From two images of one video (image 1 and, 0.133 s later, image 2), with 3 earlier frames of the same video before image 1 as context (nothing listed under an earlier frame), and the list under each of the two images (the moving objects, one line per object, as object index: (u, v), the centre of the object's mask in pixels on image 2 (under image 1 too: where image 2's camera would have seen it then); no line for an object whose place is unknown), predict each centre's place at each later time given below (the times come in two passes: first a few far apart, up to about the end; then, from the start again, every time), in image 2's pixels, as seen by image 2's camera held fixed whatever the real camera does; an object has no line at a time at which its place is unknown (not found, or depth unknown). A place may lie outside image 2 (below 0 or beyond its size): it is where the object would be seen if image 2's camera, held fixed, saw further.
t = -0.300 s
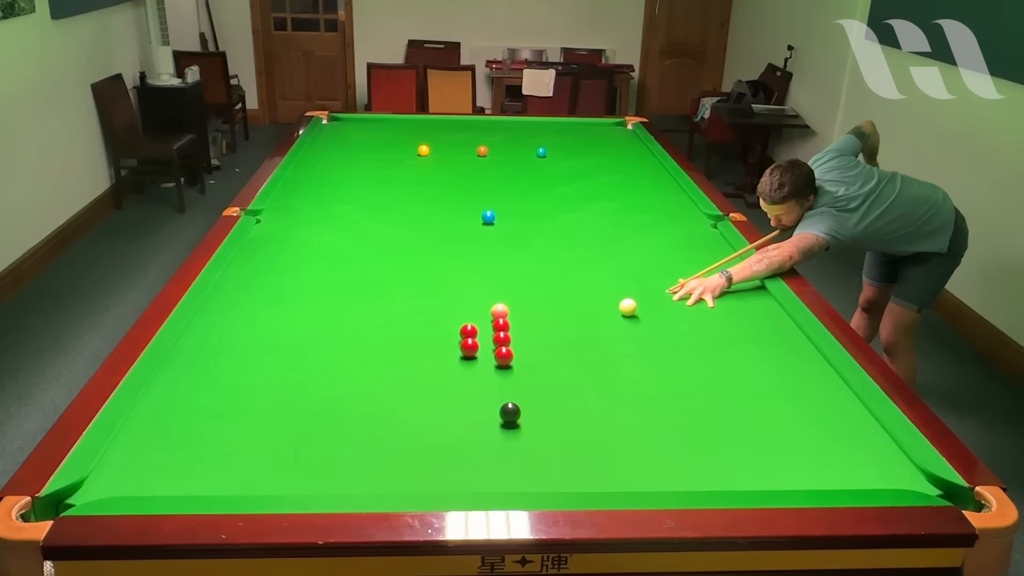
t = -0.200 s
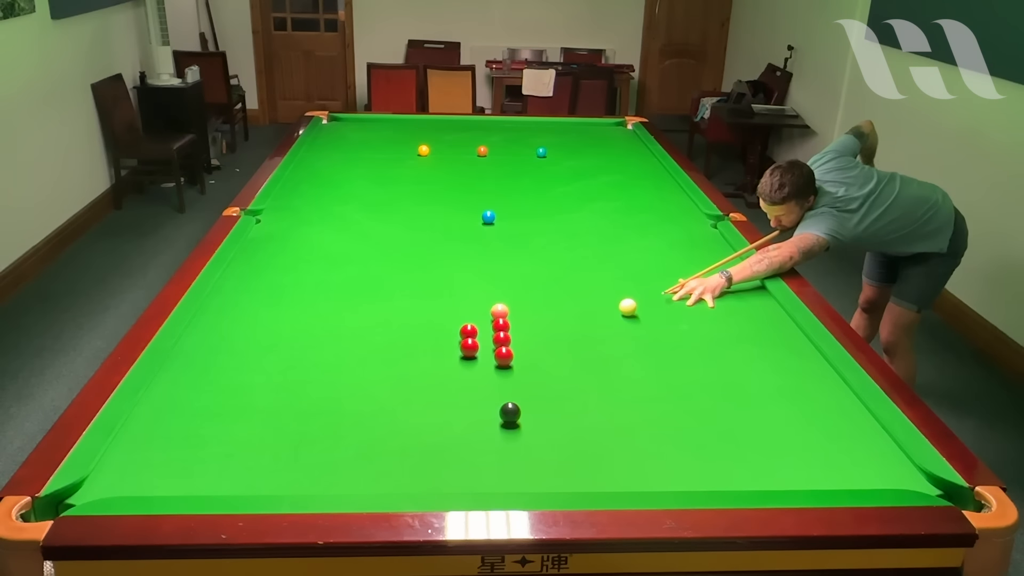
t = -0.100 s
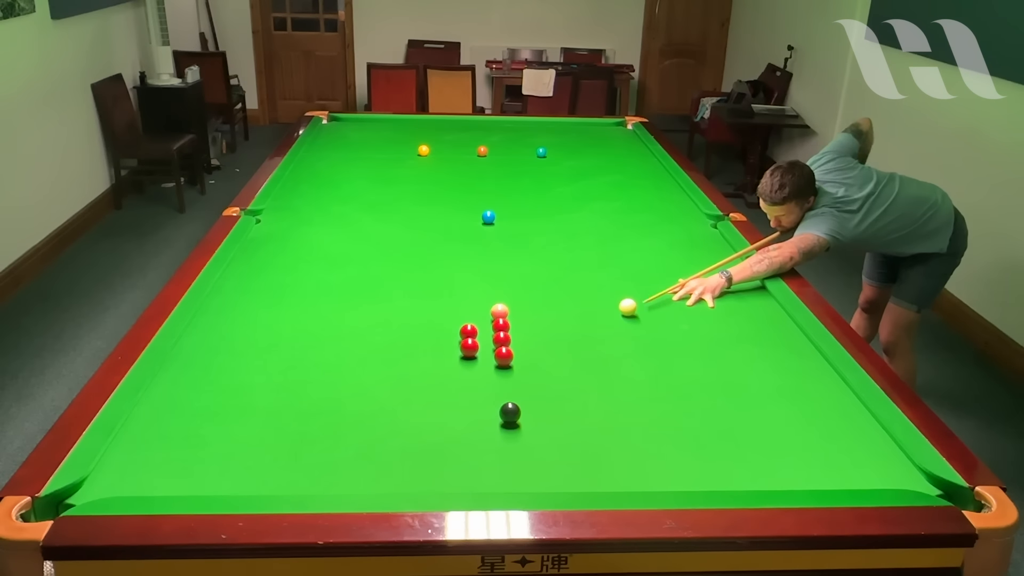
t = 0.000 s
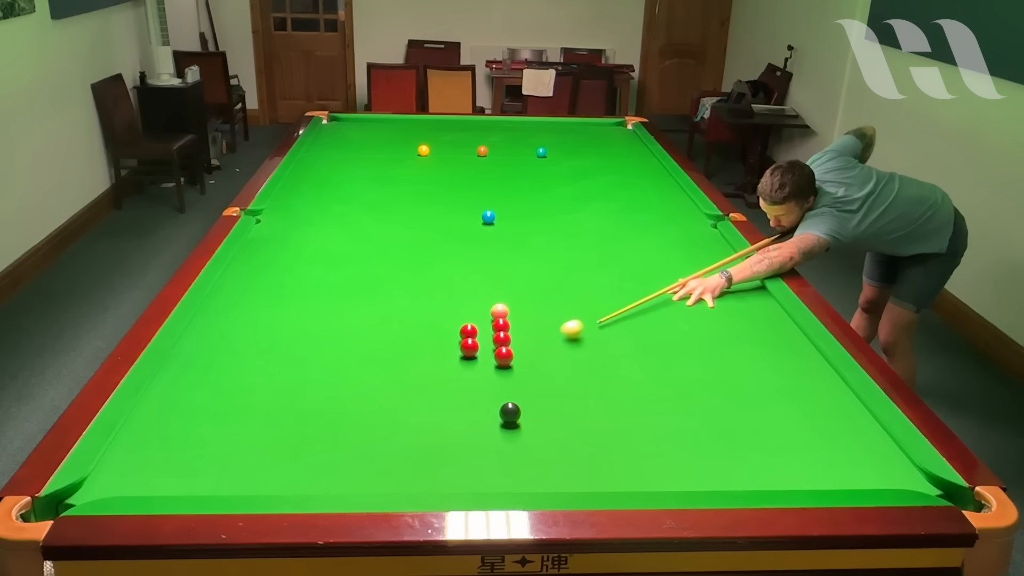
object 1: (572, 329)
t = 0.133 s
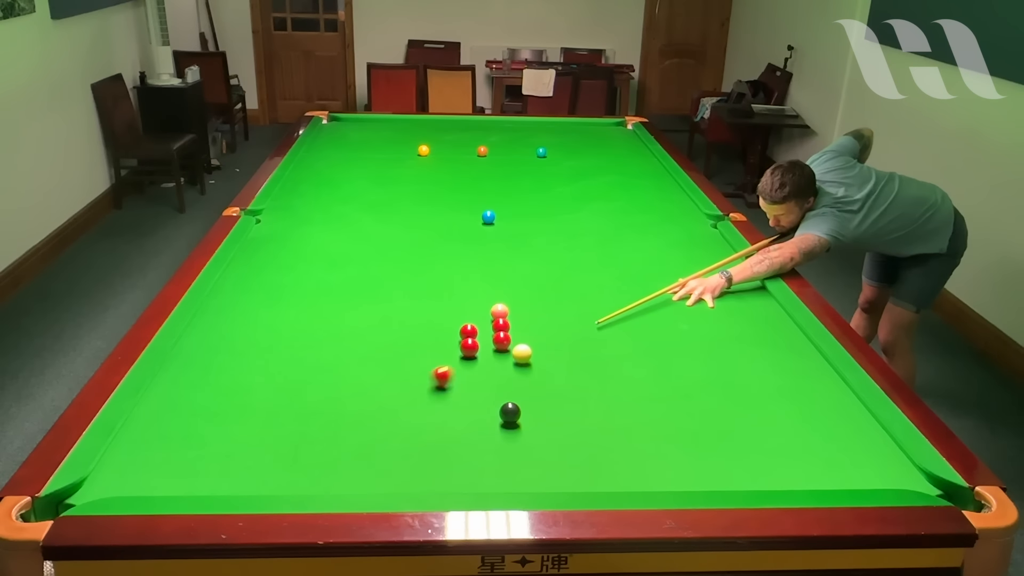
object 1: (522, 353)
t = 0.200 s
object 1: (526, 355)
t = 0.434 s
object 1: (543, 357)
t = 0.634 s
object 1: (557, 358)
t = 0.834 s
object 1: (569, 360)
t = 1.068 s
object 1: (583, 361)
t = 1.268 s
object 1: (593, 362)
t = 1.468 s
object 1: (602, 363)
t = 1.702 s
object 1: (612, 364)
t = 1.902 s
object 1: (618, 365)
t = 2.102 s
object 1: (624, 365)
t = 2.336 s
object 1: (629, 366)
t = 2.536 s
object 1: (632, 366)
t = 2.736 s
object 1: (634, 366)
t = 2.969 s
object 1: (635, 366)
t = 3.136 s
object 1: (635, 366)
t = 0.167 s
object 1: (524, 354)
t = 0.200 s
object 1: (526, 355)
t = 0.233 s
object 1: (529, 355)
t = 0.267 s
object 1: (531, 356)
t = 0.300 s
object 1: (534, 356)
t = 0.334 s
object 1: (536, 356)
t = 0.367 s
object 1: (539, 356)
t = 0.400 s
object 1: (541, 357)
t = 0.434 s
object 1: (543, 357)
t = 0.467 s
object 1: (546, 357)
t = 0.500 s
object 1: (548, 358)
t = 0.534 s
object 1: (550, 358)
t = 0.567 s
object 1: (552, 358)
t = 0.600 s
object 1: (555, 358)
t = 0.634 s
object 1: (557, 358)
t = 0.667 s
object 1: (559, 359)
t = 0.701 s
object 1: (561, 359)
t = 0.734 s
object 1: (563, 359)
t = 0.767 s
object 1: (565, 359)
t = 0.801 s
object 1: (567, 360)
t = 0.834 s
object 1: (569, 360)
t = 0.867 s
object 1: (572, 360)
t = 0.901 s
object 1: (574, 360)
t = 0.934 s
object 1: (575, 361)
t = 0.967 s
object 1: (577, 361)
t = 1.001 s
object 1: (579, 361)
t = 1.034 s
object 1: (581, 361)
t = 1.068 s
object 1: (583, 361)
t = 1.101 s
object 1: (585, 361)
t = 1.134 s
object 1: (586, 362)
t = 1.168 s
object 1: (588, 362)
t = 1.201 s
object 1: (590, 362)
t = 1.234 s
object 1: (592, 362)
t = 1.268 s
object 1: (593, 362)
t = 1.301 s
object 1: (595, 362)
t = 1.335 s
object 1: (596, 363)
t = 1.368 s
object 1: (598, 363)
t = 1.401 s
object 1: (599, 363)
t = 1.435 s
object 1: (601, 363)
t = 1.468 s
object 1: (602, 363)
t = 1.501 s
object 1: (604, 363)
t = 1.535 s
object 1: (605, 363)
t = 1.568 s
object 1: (606, 364)
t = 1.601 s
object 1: (608, 364)
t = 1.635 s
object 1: (609, 364)
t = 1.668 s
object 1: (610, 364)
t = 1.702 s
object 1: (612, 364)
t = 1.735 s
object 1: (613, 364)
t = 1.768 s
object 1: (614, 364)
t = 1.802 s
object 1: (615, 364)
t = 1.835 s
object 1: (616, 365)
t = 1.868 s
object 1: (617, 365)
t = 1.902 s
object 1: (618, 365)
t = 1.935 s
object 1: (619, 365)
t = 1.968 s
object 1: (620, 365)
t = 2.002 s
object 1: (621, 365)
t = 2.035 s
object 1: (622, 365)
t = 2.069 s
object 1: (623, 365)
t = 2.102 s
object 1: (624, 365)
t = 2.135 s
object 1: (624, 365)
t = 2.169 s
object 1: (625, 365)
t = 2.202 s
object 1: (626, 365)
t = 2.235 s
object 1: (627, 366)
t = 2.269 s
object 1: (627, 366)
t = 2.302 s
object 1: (628, 366)
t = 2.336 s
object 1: (629, 366)
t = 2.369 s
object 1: (629, 366)
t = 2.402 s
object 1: (630, 366)
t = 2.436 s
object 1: (630, 366)
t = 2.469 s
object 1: (631, 366)
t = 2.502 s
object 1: (631, 366)
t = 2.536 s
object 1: (632, 366)
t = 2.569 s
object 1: (632, 366)
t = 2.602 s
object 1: (633, 366)
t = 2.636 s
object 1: (633, 366)
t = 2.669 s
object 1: (633, 366)
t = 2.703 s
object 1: (634, 366)
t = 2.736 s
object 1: (634, 366)
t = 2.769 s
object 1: (634, 366)
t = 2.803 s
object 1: (634, 366)
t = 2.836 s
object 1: (634, 366)
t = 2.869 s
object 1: (635, 366)
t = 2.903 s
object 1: (635, 366)
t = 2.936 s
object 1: (635, 366)
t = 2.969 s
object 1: (635, 366)
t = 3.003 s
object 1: (635, 366)
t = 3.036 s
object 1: (635, 366)
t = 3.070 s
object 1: (635, 366)
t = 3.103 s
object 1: (635, 366)
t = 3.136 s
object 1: (635, 366)
